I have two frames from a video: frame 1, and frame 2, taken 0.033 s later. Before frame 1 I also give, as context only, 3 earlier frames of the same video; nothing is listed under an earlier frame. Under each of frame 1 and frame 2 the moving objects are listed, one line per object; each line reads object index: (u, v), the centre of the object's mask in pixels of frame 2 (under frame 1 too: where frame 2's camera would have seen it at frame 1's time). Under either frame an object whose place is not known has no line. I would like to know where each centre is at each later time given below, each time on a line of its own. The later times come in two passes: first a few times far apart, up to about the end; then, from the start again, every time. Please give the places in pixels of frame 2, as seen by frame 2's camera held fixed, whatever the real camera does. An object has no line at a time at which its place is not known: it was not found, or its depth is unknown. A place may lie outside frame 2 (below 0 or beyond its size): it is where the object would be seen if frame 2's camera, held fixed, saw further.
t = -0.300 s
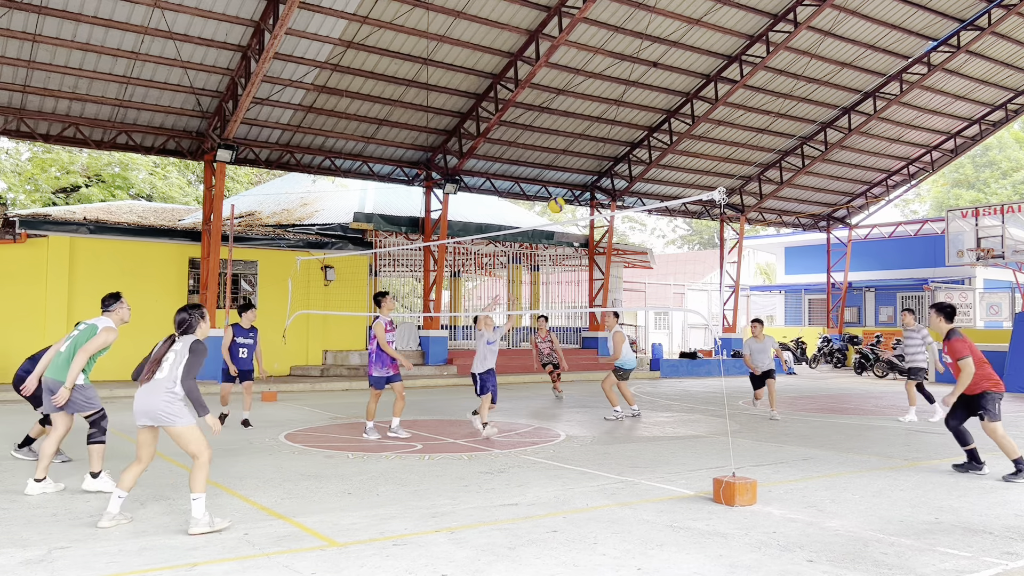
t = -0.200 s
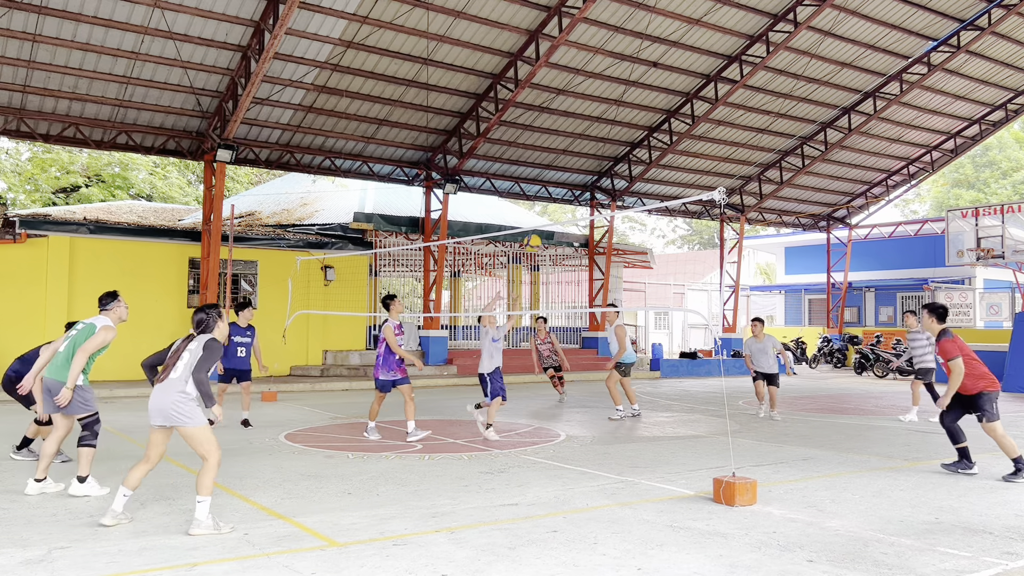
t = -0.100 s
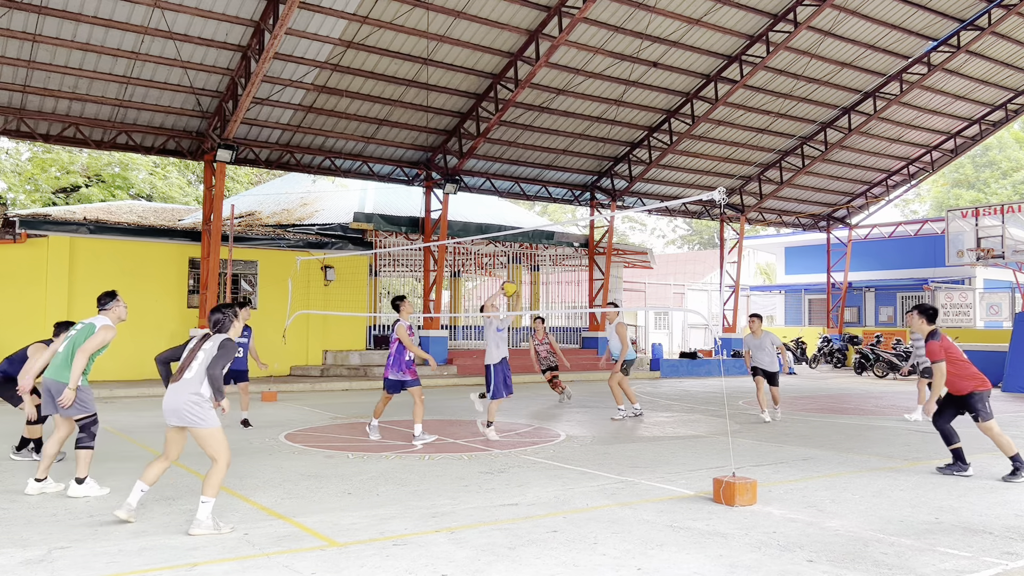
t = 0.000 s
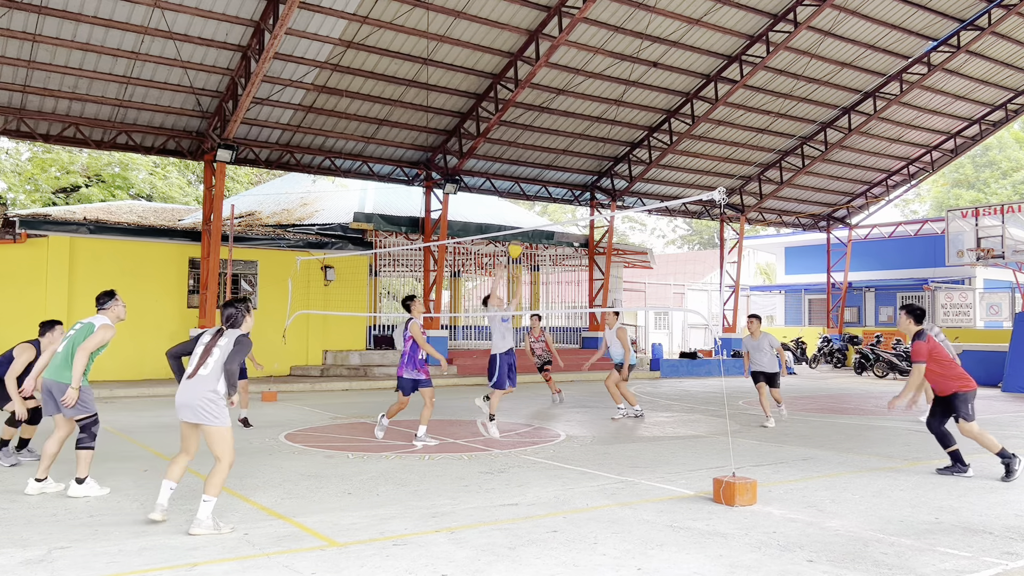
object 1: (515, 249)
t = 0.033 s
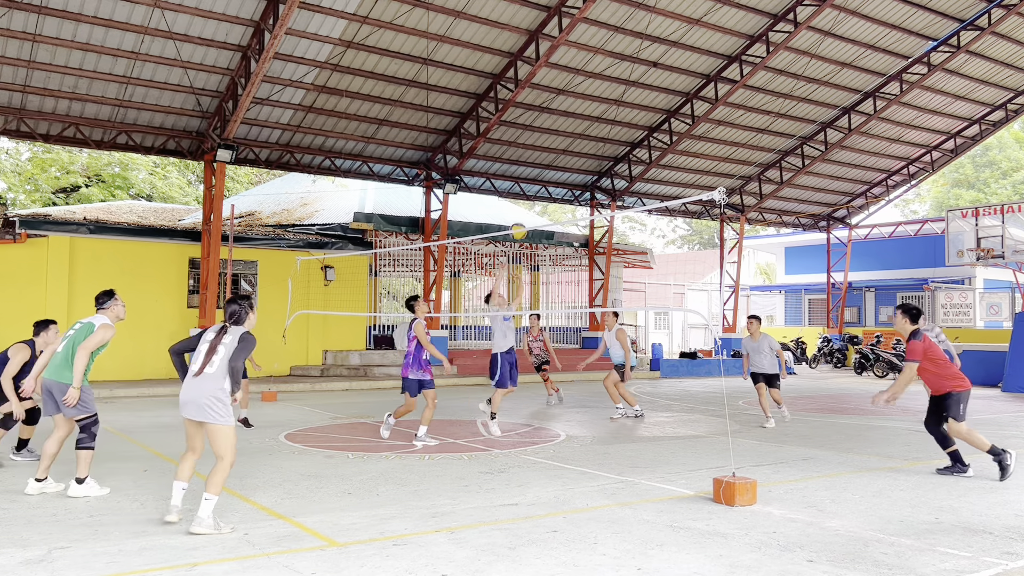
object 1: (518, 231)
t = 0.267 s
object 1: (545, 119)
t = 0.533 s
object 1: (577, 44)
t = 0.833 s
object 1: (616, 34)
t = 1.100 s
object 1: (654, 105)
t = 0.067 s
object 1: (522, 213)
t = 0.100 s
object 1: (525, 195)
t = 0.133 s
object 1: (529, 178)
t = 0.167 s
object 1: (533, 162)
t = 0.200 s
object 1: (537, 147)
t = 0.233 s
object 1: (541, 133)
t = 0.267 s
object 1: (545, 119)
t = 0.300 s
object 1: (548, 107)
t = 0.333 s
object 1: (553, 95)
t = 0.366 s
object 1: (556, 85)
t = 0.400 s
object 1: (561, 74)
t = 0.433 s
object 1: (564, 66)
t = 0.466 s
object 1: (569, 57)
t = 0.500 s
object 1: (573, 50)
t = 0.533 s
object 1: (577, 44)
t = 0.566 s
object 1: (581, 39)
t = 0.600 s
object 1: (585, 35)
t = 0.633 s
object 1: (590, 31)
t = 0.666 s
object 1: (594, 29)
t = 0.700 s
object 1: (598, 28)
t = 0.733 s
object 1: (603, 28)
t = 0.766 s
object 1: (607, 29)
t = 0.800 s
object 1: (612, 31)
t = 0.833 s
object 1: (616, 34)
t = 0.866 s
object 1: (621, 38)
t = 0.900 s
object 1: (626, 44)
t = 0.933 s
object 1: (630, 51)
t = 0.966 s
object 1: (635, 59)
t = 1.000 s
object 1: (640, 69)
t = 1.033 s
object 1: (644, 79)
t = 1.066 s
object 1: (649, 91)
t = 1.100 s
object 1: (654, 105)
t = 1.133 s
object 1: (659, 119)
